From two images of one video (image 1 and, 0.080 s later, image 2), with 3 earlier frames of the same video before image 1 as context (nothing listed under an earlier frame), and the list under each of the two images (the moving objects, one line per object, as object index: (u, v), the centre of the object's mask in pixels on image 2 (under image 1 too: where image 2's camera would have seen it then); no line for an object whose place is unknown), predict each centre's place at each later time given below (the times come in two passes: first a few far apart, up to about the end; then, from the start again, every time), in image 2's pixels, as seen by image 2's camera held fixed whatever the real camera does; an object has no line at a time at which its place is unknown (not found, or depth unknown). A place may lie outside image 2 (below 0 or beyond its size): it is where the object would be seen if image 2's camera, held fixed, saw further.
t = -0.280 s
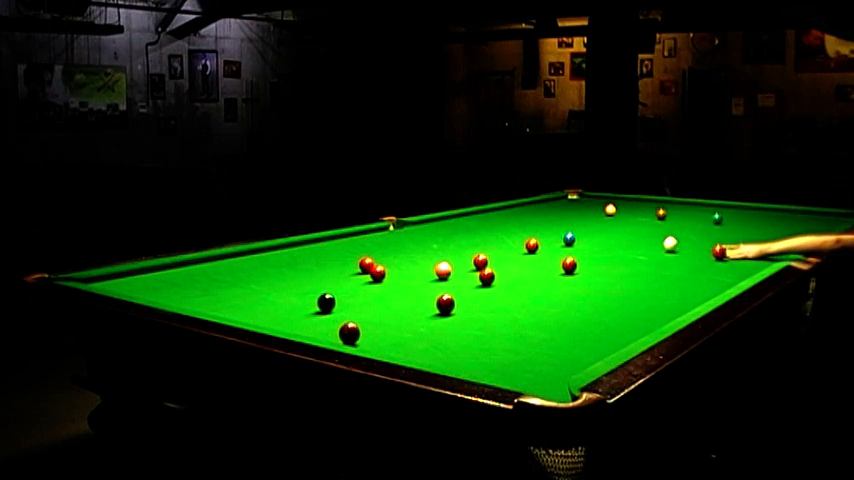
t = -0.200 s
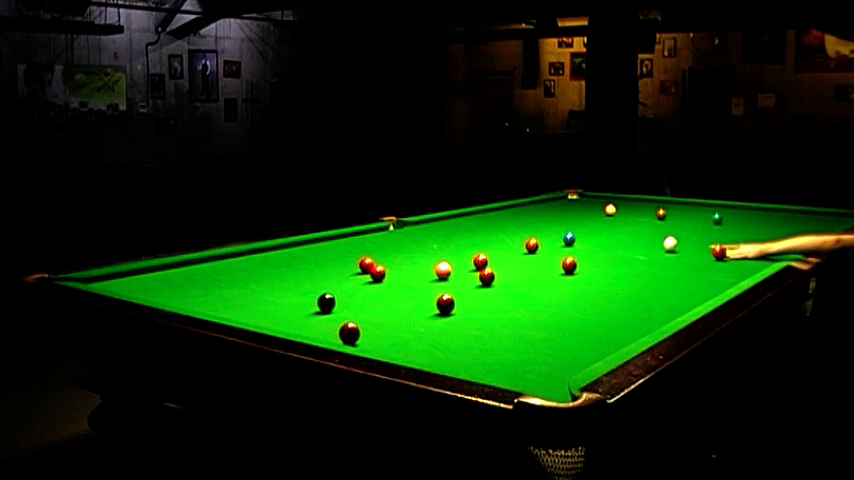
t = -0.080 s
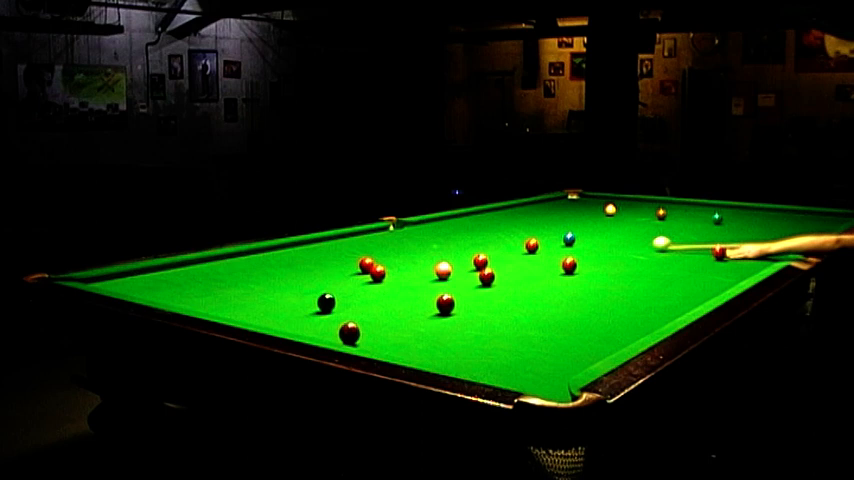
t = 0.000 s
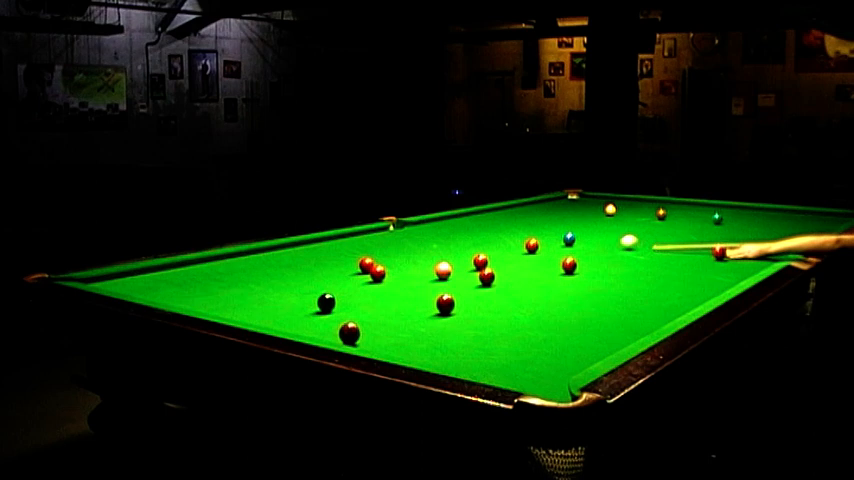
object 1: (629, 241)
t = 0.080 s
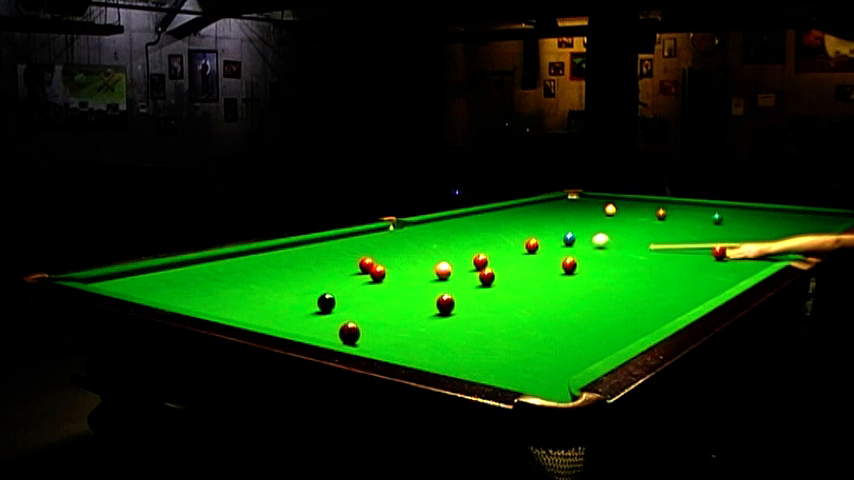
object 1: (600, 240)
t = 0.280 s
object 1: (575, 240)
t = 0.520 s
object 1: (568, 241)
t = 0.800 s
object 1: (560, 243)
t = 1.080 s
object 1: (554, 246)
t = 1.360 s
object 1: (548, 247)
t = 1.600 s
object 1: (544, 249)
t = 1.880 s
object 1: (539, 250)
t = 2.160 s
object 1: (536, 251)
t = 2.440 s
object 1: (534, 252)
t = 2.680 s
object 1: (532, 253)
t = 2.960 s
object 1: (532, 253)
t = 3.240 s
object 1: (531, 254)
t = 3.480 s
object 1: (531, 253)
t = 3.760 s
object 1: (531, 254)
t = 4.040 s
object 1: (531, 254)
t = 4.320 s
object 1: (531, 254)
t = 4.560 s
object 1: (531, 254)
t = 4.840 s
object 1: (531, 254)
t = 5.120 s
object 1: (531, 254)
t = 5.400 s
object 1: (531, 254)
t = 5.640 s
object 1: (531, 254)
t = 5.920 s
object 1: (531, 254)
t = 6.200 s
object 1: (531, 254)
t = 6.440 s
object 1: (531, 253)
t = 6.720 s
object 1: (531, 254)
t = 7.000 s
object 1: (531, 254)
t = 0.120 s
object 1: (588, 239)
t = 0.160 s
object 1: (579, 239)
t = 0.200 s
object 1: (577, 239)
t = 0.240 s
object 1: (576, 239)
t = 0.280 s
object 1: (575, 240)
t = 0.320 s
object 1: (574, 240)
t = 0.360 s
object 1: (572, 240)
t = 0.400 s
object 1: (571, 241)
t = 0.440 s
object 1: (570, 241)
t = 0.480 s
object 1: (569, 241)
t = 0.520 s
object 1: (568, 241)
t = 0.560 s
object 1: (567, 242)
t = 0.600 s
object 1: (566, 242)
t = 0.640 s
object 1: (565, 242)
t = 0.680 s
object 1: (564, 243)
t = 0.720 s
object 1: (562, 243)
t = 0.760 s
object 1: (561, 243)
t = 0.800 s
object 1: (560, 243)
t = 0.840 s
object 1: (559, 244)
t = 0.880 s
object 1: (558, 244)
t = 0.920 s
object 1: (557, 245)
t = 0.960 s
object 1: (556, 245)
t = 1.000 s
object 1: (555, 245)
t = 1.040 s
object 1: (554, 245)
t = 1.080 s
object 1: (554, 246)
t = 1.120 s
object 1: (553, 246)
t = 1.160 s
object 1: (552, 246)
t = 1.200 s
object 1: (551, 246)
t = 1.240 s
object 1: (550, 247)
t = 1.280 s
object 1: (550, 247)
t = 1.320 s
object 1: (549, 247)
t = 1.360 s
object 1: (548, 247)
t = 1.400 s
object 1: (547, 247)
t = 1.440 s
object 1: (546, 248)
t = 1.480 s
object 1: (546, 248)
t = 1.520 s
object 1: (545, 248)
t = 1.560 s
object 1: (544, 248)
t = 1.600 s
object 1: (544, 249)
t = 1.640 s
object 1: (543, 249)
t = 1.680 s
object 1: (543, 249)
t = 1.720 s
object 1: (542, 249)
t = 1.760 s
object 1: (541, 249)
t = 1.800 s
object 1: (541, 250)
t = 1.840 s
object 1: (540, 250)
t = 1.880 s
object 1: (539, 250)
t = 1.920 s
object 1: (539, 250)
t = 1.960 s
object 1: (538, 250)
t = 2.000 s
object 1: (538, 250)
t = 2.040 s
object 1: (537, 251)
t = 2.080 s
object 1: (537, 251)
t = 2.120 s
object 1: (537, 251)
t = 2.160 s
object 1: (536, 251)
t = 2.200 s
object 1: (536, 251)
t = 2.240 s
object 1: (535, 252)
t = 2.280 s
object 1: (535, 252)
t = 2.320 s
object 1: (534, 252)
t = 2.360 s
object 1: (534, 252)
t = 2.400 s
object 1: (534, 252)
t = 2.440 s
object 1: (534, 252)
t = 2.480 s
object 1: (533, 252)
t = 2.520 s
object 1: (533, 253)
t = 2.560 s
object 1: (533, 253)
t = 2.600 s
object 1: (533, 253)
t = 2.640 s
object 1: (532, 253)
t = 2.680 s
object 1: (532, 253)
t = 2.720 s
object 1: (532, 253)
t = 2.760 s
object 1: (532, 253)
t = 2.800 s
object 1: (532, 253)
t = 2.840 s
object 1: (532, 253)
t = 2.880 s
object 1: (532, 253)
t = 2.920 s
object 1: (532, 253)
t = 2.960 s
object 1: (532, 253)
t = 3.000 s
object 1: (531, 254)
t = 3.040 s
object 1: (531, 254)
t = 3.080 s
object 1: (531, 254)
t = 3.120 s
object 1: (531, 254)
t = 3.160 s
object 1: (531, 254)
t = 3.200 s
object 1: (531, 253)
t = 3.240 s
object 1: (531, 254)
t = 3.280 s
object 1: (531, 254)
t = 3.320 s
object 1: (531, 254)
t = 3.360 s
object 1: (531, 253)
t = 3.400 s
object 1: (531, 254)
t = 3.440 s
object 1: (531, 254)
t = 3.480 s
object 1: (531, 253)
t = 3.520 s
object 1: (531, 253)
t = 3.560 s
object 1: (531, 254)
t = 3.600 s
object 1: (531, 254)
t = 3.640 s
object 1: (531, 254)
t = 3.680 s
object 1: (531, 254)
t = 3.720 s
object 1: (531, 254)
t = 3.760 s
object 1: (531, 254)
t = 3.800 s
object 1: (532, 254)
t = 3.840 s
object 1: (531, 254)
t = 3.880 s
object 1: (531, 254)
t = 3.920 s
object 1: (531, 254)
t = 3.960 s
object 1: (531, 254)
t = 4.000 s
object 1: (531, 254)
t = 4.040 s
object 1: (531, 254)
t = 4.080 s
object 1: (531, 254)
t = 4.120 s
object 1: (531, 254)
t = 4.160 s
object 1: (531, 254)
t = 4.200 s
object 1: (531, 254)
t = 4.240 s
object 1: (531, 254)
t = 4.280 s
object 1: (531, 254)
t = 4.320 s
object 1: (531, 254)
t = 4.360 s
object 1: (531, 254)
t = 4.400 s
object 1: (531, 254)
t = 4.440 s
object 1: (531, 254)
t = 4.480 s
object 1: (531, 254)
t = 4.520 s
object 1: (531, 254)
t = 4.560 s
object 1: (531, 254)
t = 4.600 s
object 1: (531, 254)
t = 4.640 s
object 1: (531, 254)
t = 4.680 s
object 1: (531, 254)
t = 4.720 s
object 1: (531, 254)
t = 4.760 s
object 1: (531, 254)
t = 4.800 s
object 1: (531, 254)
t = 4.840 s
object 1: (531, 254)
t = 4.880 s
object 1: (531, 254)
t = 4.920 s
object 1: (531, 254)
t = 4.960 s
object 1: (531, 254)
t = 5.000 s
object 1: (531, 254)
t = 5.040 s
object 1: (531, 254)
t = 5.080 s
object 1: (531, 254)
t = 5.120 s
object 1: (531, 254)
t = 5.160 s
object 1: (531, 254)
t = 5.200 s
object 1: (531, 254)
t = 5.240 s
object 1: (531, 254)
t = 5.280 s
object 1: (531, 254)
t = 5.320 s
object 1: (531, 254)
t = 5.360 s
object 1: (531, 254)
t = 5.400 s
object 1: (531, 254)
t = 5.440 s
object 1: (531, 254)
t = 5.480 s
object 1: (531, 254)
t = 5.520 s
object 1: (531, 254)
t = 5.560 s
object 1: (531, 254)
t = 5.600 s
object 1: (531, 254)
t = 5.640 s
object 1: (531, 254)
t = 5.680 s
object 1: (531, 254)
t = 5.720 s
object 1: (531, 254)
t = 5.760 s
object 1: (531, 254)
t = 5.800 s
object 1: (531, 254)
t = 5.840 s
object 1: (531, 254)
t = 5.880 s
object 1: (531, 254)
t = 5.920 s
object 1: (531, 254)
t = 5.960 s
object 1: (531, 254)
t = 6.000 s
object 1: (531, 254)
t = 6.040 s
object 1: (531, 254)
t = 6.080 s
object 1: (531, 254)
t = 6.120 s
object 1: (531, 253)
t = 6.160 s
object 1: (531, 254)
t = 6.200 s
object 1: (531, 254)
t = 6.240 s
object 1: (531, 254)
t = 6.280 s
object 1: (531, 254)
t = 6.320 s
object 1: (531, 253)
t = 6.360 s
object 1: (531, 253)
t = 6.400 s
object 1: (531, 254)
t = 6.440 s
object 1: (531, 253)
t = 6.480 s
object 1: (531, 253)
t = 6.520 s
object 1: (531, 253)
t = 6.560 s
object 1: (531, 254)
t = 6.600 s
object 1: (531, 253)
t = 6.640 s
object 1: (531, 254)
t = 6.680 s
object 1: (531, 254)
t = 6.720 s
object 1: (531, 254)
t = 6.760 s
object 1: (531, 254)
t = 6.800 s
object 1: (531, 254)
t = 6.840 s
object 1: (531, 254)
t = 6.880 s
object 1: (531, 254)
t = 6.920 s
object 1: (531, 254)
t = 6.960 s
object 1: (531, 254)
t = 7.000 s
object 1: (531, 254)
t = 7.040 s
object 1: (531, 254)
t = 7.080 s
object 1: (531, 254)
